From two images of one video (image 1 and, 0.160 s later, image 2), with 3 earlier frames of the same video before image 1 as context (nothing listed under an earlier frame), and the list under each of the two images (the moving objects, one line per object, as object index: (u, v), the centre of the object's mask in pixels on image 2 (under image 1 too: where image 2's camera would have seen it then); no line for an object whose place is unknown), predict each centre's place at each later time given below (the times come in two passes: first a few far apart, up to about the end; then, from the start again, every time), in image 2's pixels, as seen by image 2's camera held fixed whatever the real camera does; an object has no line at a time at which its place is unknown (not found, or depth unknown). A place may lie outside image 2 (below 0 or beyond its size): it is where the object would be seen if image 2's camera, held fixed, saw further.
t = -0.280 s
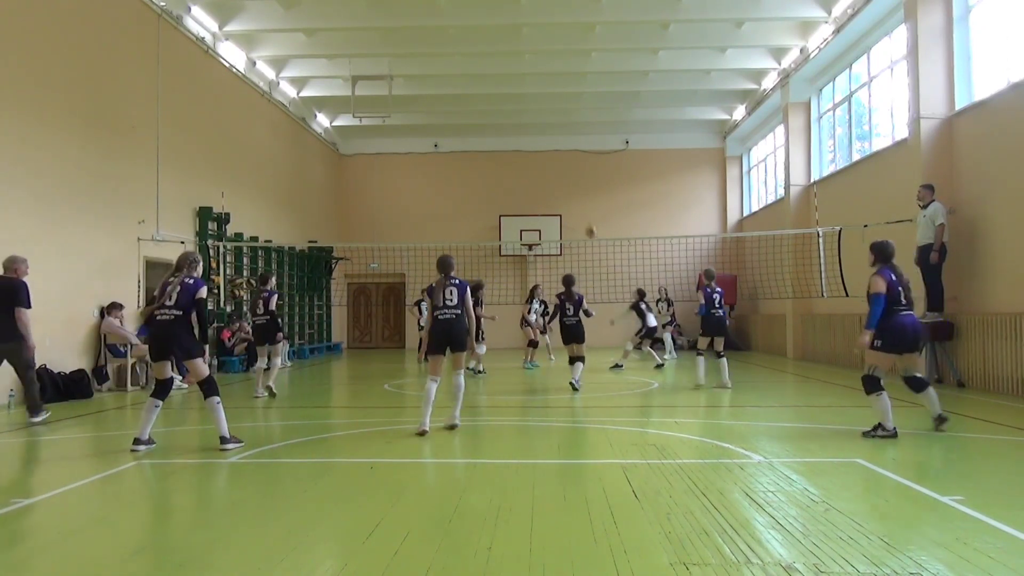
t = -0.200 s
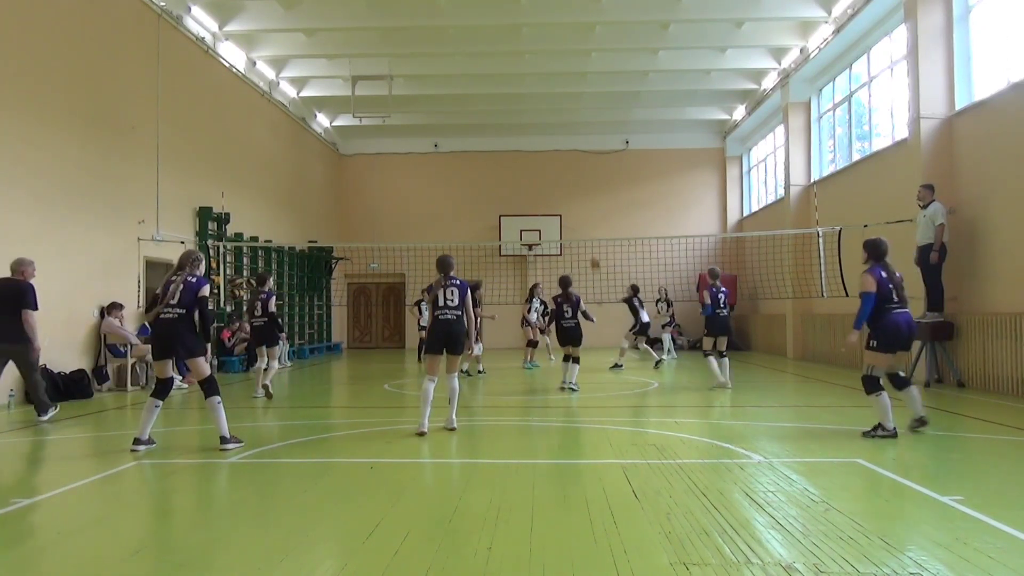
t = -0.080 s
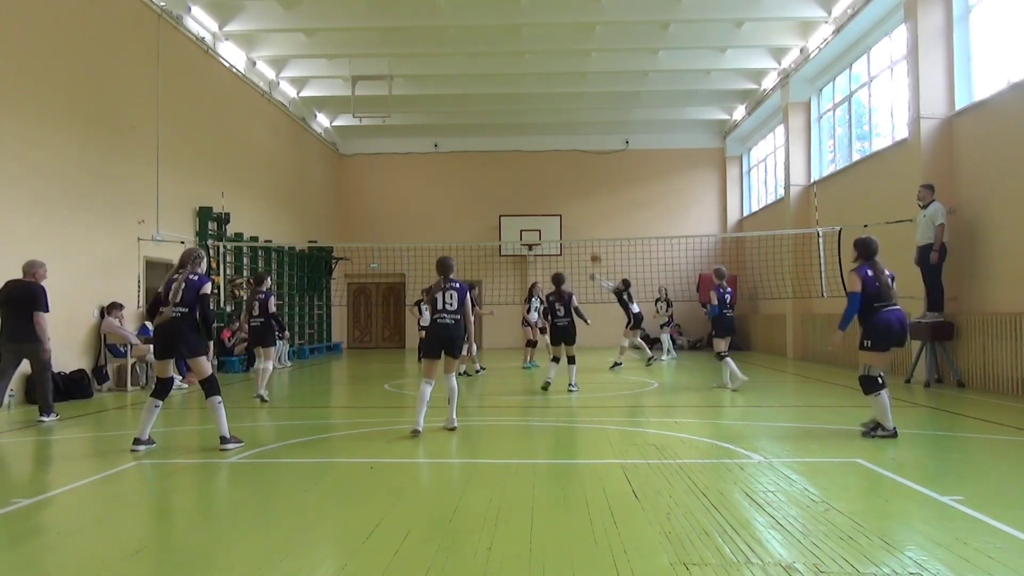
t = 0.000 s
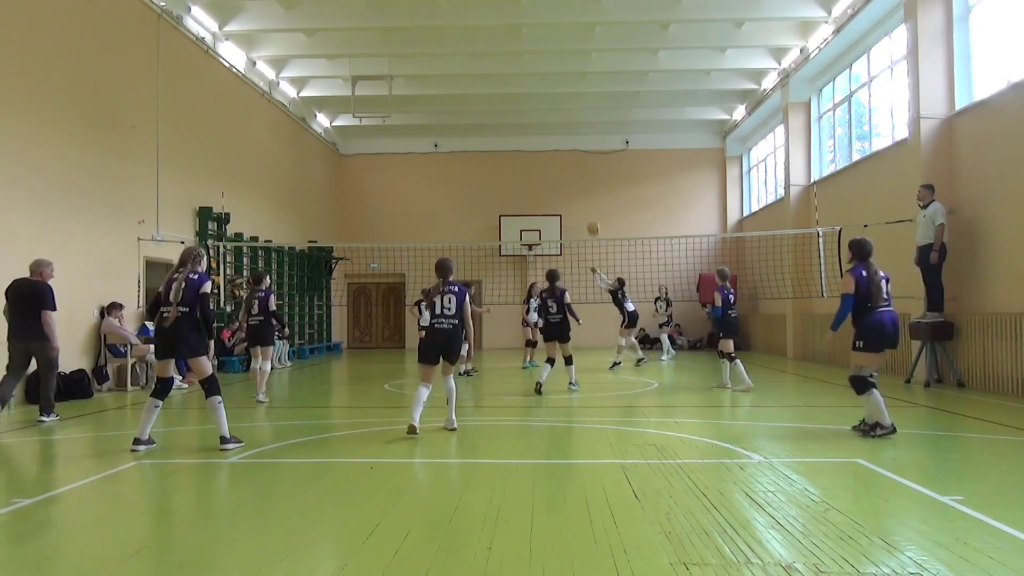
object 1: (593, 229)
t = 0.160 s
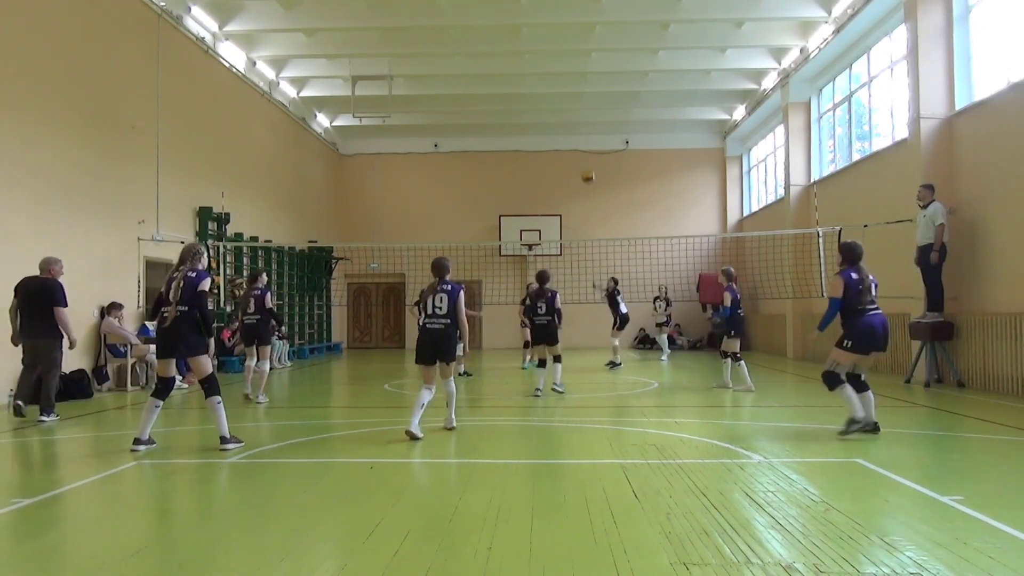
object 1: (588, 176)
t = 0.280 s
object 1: (583, 143)
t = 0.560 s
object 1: (572, 95)
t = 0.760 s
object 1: (563, 94)
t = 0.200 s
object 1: (587, 166)
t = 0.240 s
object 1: (585, 154)
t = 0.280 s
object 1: (583, 143)
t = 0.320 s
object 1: (582, 135)
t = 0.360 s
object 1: (580, 126)
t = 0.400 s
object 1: (579, 117)
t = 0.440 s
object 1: (577, 110)
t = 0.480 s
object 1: (575, 105)
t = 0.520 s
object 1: (573, 99)
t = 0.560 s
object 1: (572, 95)
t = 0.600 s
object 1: (570, 93)
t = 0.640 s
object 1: (568, 91)
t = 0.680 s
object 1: (567, 90)
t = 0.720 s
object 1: (565, 91)
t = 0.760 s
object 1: (563, 94)
